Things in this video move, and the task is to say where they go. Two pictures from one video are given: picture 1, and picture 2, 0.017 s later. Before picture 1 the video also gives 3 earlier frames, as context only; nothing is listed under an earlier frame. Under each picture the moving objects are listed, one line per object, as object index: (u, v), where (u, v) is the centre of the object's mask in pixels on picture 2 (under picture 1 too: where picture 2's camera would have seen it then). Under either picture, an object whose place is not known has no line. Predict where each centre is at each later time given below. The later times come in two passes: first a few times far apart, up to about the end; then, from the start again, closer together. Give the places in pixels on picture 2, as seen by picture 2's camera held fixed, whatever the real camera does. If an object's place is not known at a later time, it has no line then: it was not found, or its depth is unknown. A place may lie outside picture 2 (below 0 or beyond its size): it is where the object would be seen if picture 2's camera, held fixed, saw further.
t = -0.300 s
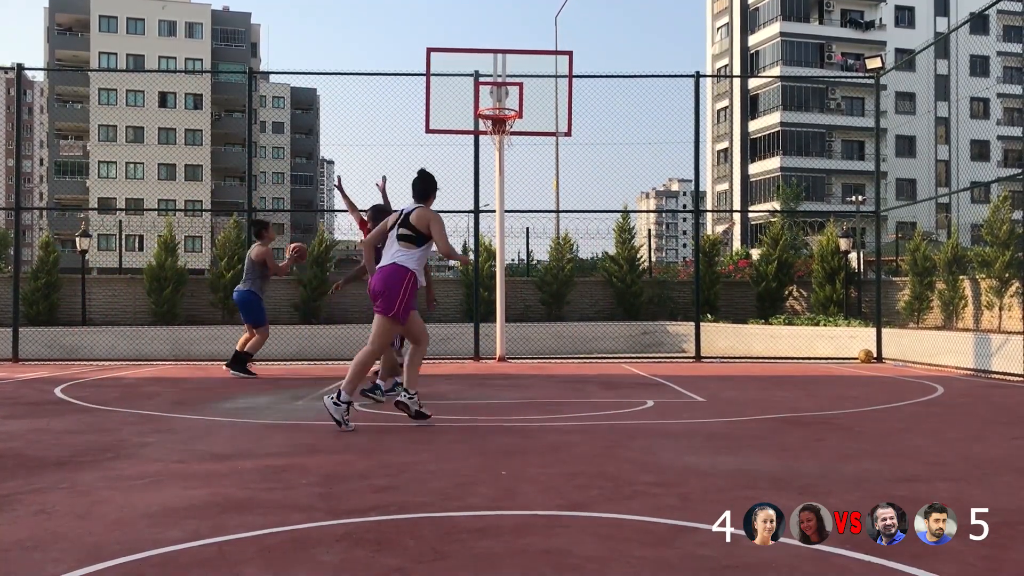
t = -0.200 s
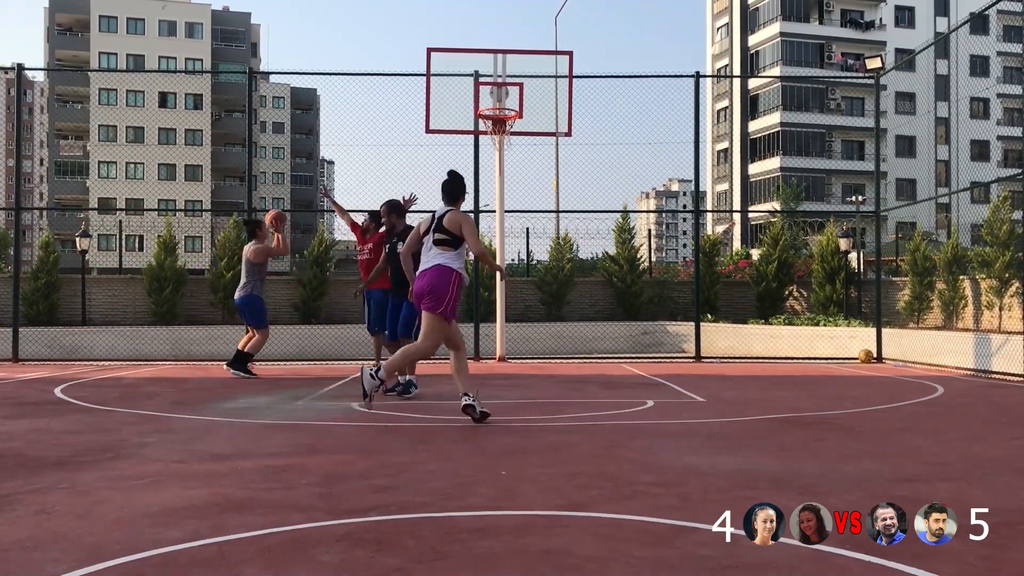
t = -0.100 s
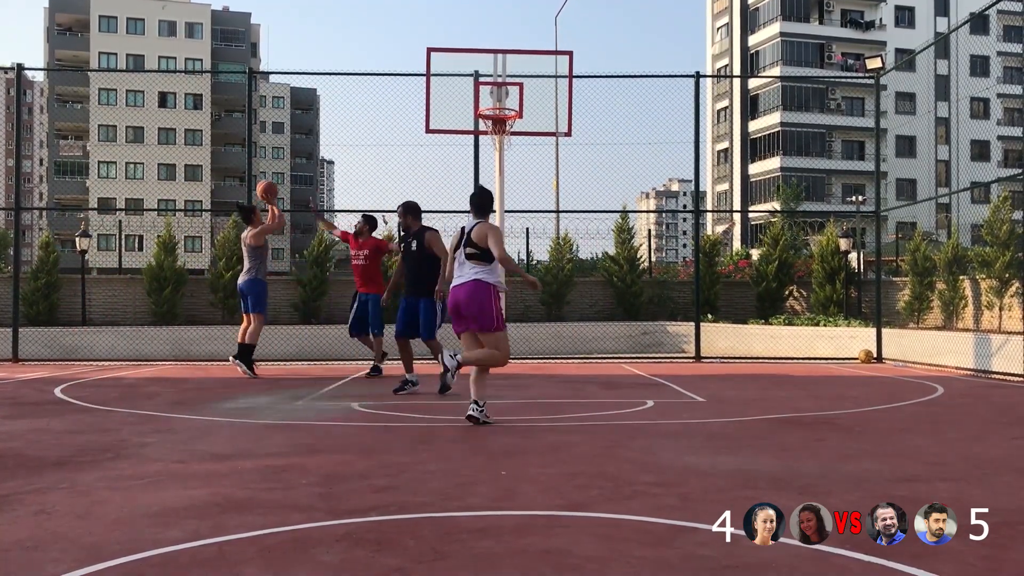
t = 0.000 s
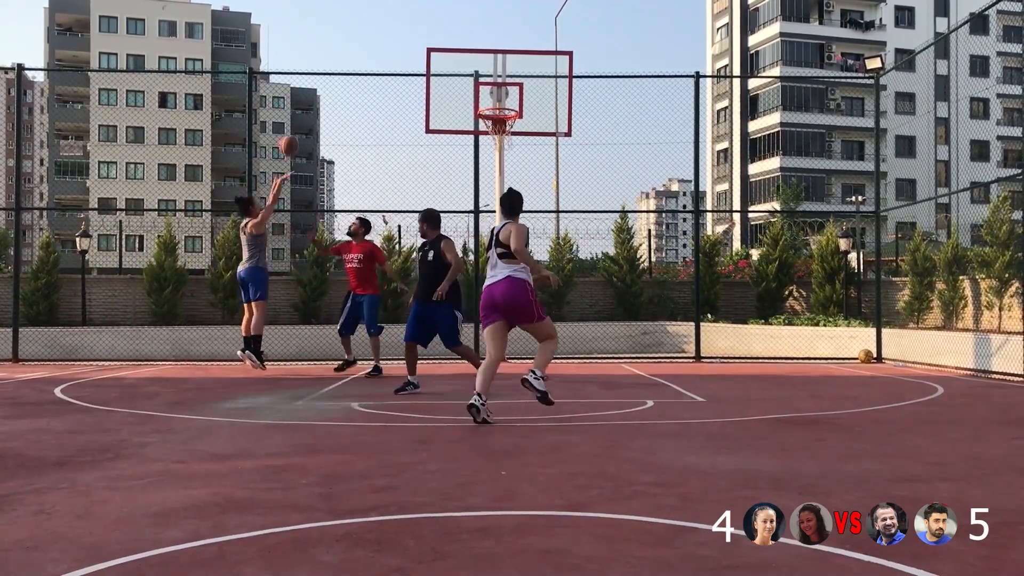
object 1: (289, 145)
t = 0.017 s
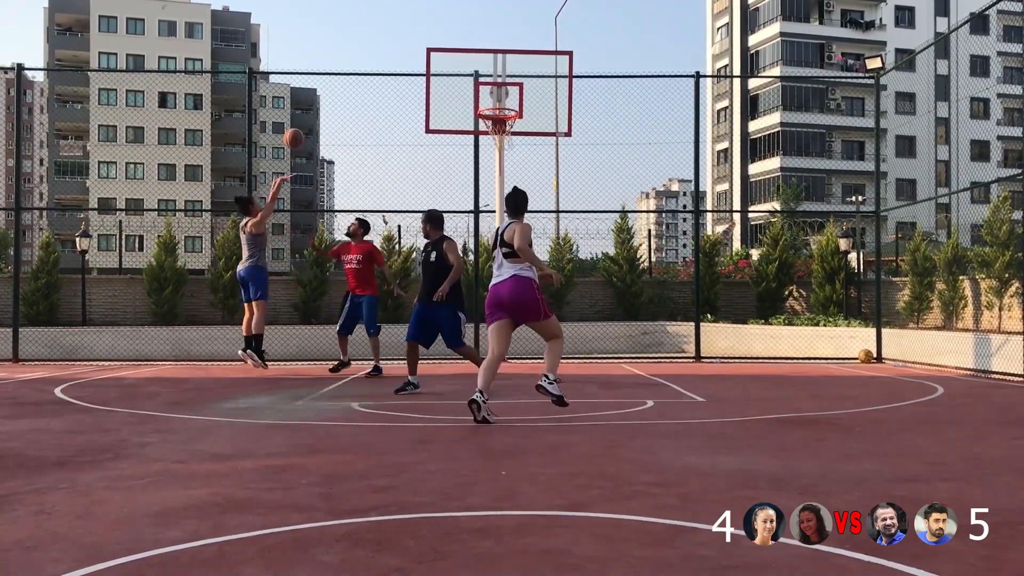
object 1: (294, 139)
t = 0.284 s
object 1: (367, 65)
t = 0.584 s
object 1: (443, 58)
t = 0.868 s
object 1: (506, 104)
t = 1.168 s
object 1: (534, 85)
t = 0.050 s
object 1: (303, 126)
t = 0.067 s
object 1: (307, 120)
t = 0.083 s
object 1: (312, 114)
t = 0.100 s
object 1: (317, 109)
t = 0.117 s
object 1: (322, 103)
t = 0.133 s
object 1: (326, 99)
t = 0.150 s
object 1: (331, 94)
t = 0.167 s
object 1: (336, 89)
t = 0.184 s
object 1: (340, 85)
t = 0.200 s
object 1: (344, 81)
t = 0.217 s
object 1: (349, 78)
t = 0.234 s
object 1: (353, 74)
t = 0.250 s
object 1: (358, 71)
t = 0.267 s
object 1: (362, 68)
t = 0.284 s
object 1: (367, 65)
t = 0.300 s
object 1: (371, 63)
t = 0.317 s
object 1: (375, 61)
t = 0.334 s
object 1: (380, 59)
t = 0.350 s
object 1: (384, 57)
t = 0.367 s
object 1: (388, 56)
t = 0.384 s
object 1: (393, 55)
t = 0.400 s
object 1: (397, 54)
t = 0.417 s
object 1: (401, 53)
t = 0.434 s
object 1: (405, 52)
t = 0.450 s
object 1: (409, 52)
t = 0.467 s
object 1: (414, 52)
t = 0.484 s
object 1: (418, 53)
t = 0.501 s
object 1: (422, 53)
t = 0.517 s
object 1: (426, 53)
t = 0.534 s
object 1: (430, 54)
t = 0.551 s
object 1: (434, 55)
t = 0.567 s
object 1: (439, 57)
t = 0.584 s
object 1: (443, 58)
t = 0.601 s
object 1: (447, 60)
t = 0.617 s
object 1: (451, 62)
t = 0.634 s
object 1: (455, 64)
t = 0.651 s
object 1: (459, 66)
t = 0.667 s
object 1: (463, 69)
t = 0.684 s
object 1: (467, 71)
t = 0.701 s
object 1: (471, 74)
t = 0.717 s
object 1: (474, 77)
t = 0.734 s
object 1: (478, 81)
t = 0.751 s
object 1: (483, 85)
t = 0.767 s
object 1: (486, 88)
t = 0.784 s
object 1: (491, 93)
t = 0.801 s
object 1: (495, 97)
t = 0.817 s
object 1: (498, 100)
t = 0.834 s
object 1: (502, 106)
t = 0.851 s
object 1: (505, 107)
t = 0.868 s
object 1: (506, 104)
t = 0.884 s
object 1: (508, 101)
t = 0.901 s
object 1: (510, 98)
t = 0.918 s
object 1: (511, 96)
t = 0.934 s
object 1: (512, 93)
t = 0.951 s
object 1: (514, 91)
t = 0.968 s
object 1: (515, 90)
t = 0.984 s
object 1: (517, 88)
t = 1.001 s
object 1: (518, 87)
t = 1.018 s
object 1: (520, 85)
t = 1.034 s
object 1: (521, 85)
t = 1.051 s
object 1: (523, 84)
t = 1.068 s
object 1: (525, 83)
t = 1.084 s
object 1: (526, 83)
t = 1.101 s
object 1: (528, 83)
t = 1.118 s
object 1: (530, 83)
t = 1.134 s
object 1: (531, 84)
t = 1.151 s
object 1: (533, 84)
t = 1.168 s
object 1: (534, 85)
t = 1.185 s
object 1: (536, 86)
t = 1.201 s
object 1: (538, 87)
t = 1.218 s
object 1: (539, 89)
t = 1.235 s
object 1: (541, 90)
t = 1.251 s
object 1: (543, 93)
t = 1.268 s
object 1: (544, 95)
